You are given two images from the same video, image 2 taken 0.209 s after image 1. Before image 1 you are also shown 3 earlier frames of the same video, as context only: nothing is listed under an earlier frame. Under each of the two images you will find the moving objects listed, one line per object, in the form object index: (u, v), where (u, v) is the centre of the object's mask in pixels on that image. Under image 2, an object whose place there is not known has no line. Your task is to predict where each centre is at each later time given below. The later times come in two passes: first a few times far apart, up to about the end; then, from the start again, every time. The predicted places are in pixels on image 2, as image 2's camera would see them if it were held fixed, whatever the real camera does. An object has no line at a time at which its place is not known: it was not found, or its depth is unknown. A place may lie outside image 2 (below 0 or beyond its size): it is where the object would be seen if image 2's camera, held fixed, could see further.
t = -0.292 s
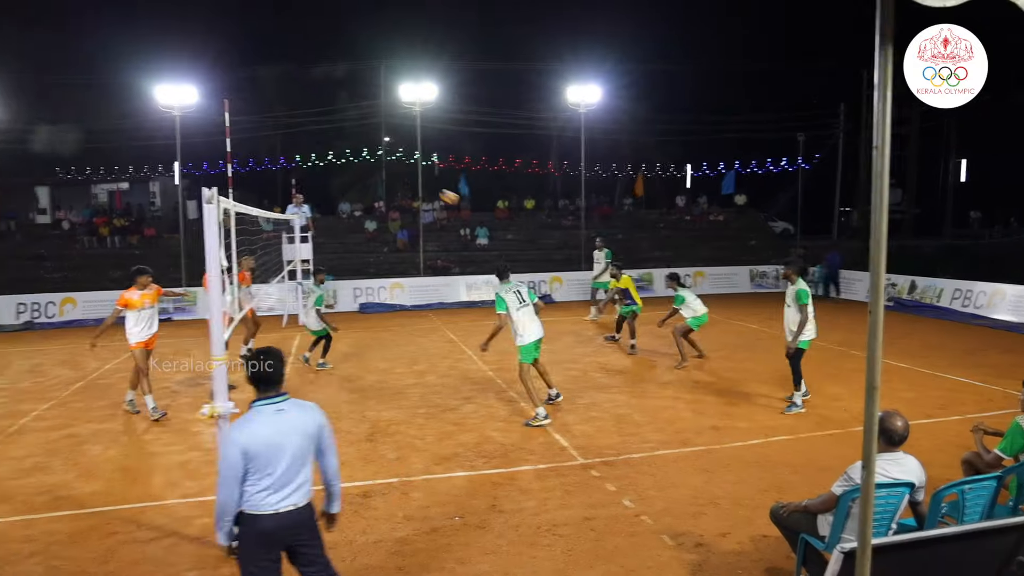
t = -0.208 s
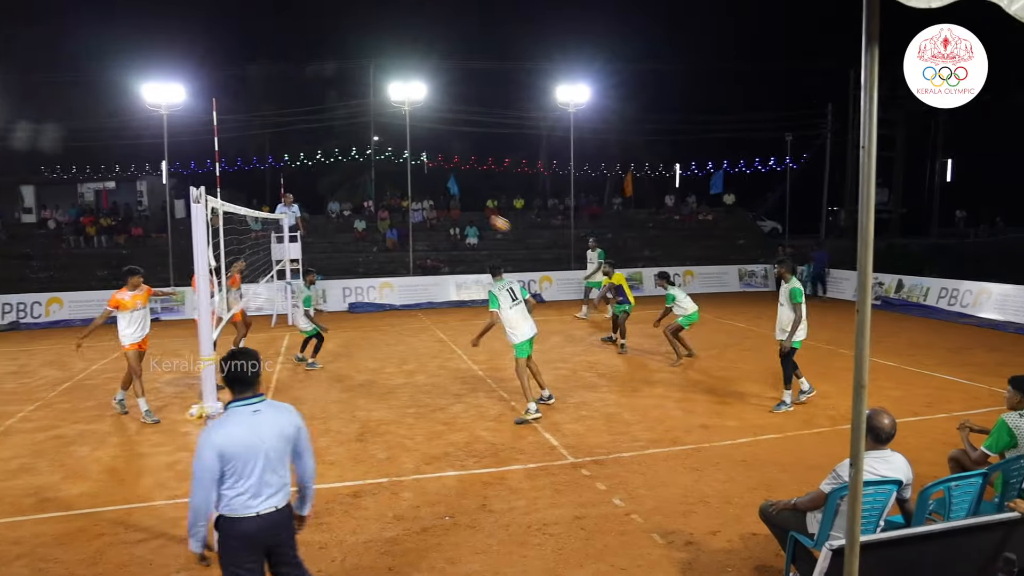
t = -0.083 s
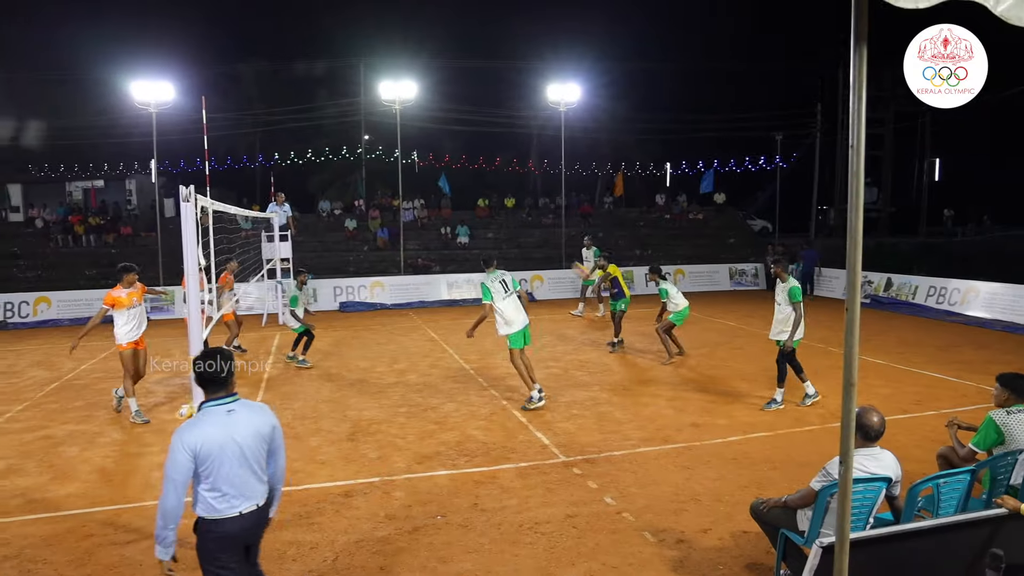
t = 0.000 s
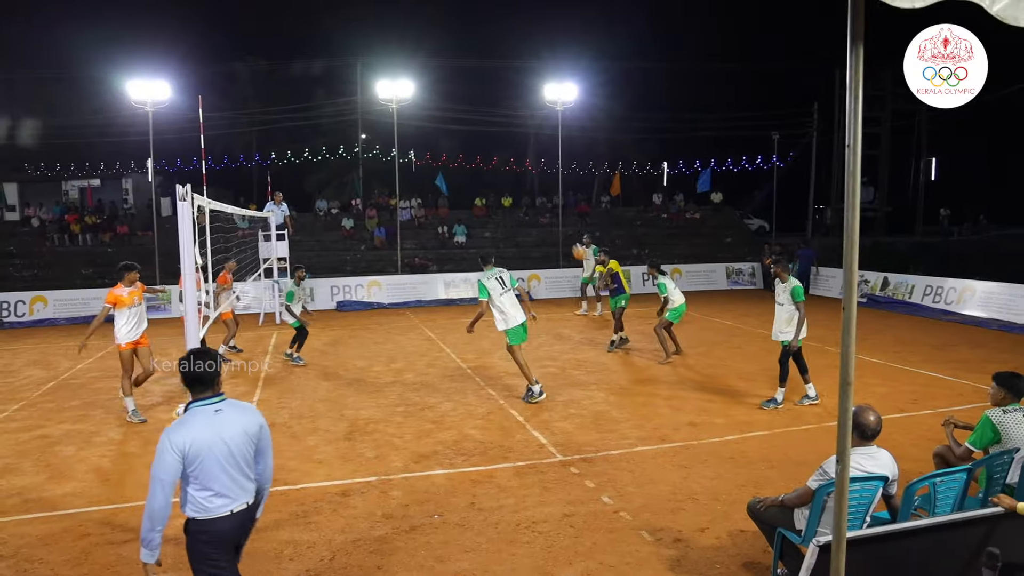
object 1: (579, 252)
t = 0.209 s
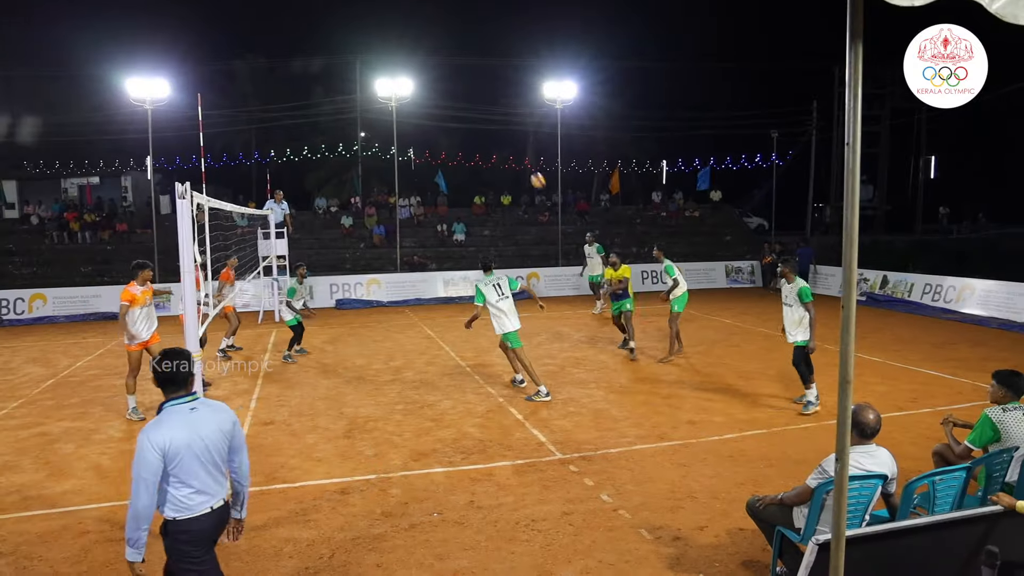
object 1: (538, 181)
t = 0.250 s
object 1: (530, 170)
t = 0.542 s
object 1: (474, 120)
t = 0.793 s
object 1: (428, 116)
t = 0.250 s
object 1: (530, 170)
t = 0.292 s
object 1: (521, 160)
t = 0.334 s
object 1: (514, 150)
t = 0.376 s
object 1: (505, 142)
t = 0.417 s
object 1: (498, 135)
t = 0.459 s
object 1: (490, 129)
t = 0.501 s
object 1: (482, 124)
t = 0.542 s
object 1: (474, 120)
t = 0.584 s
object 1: (466, 117)
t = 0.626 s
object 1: (459, 114)
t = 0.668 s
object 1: (451, 113)
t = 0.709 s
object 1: (443, 113)
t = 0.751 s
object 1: (436, 114)
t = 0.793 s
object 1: (428, 116)
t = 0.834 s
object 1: (421, 118)
